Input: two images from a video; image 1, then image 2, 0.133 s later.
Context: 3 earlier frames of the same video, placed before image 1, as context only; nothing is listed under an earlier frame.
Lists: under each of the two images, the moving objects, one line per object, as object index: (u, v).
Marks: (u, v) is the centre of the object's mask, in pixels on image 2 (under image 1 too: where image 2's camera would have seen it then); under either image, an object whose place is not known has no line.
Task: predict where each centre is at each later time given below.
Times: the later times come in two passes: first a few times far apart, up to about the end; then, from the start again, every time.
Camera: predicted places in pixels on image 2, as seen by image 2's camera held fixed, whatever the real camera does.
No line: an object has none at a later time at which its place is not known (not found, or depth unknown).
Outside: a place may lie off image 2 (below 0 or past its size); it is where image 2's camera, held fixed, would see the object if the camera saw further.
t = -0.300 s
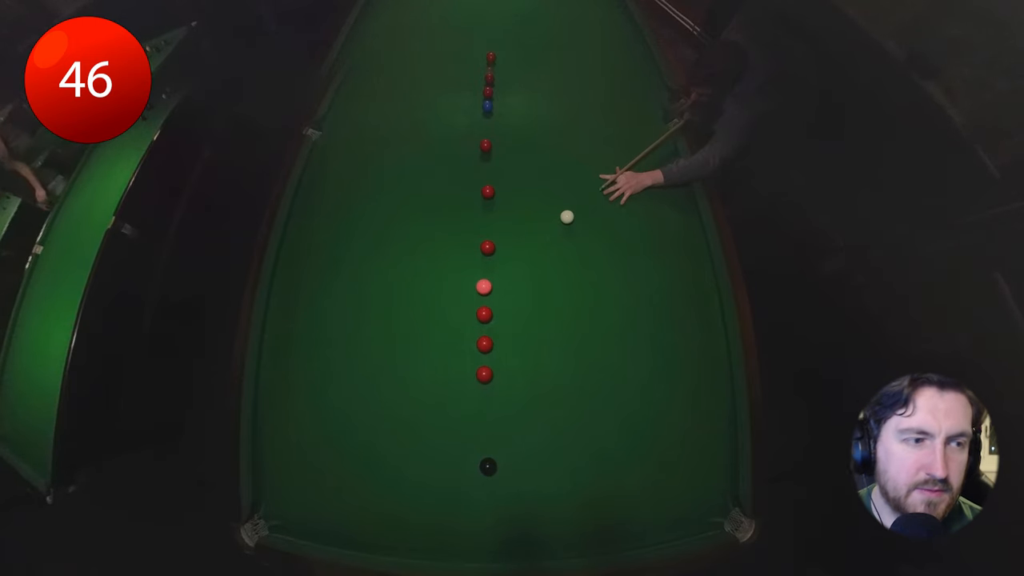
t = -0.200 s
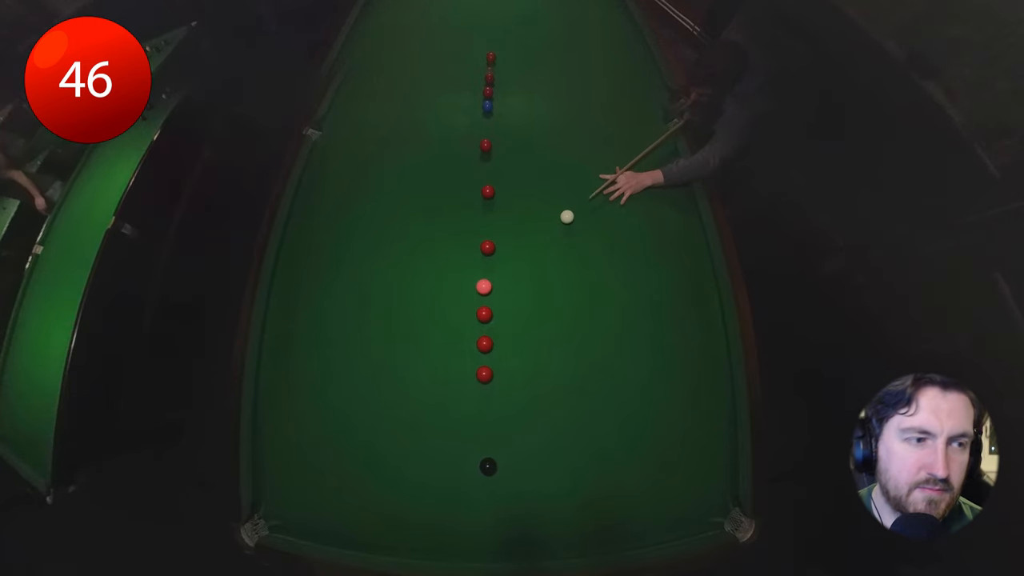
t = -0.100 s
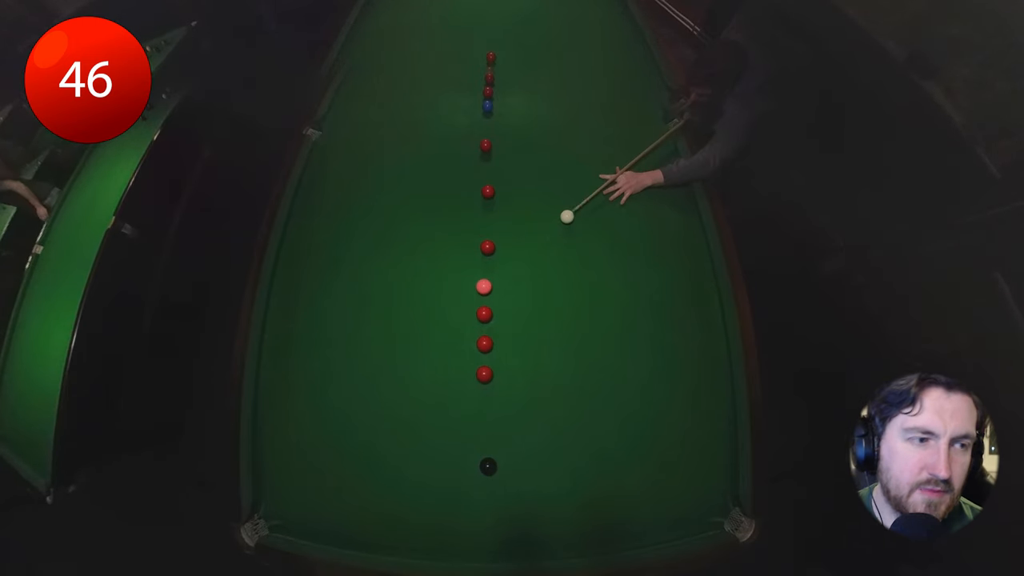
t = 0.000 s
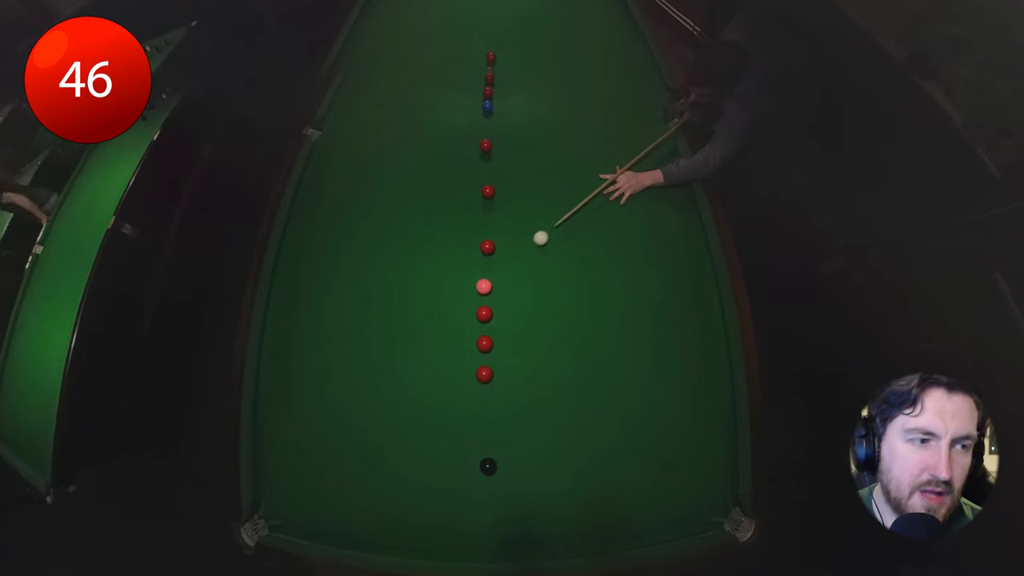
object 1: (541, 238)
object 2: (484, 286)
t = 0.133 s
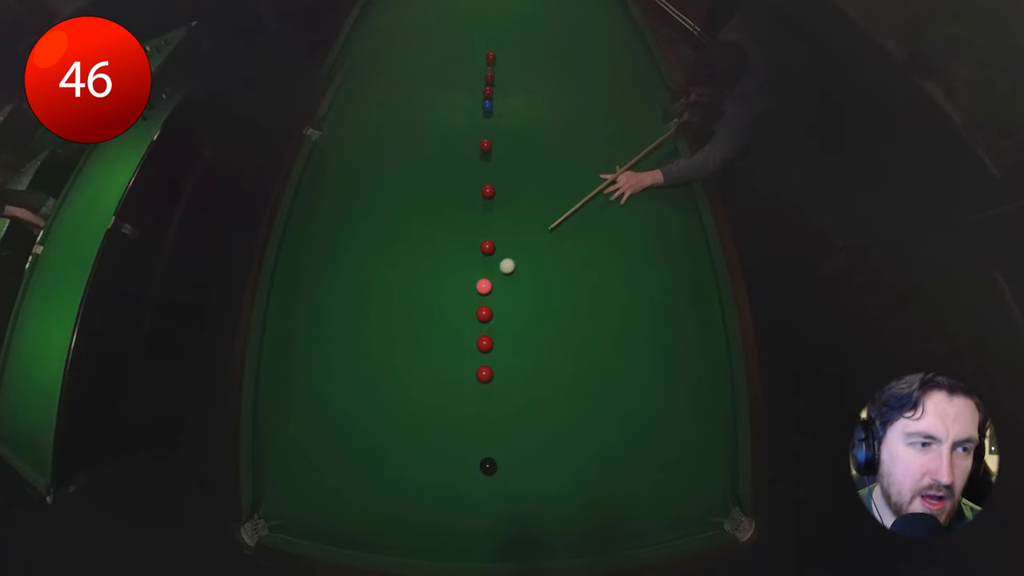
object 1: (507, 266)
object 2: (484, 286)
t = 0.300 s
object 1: (490, 278)
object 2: (461, 307)
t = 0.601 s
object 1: (474, 287)
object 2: (416, 351)
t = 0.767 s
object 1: (466, 293)
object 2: (393, 374)
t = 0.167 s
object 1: (498, 273)
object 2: (484, 286)
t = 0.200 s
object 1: (495, 276)
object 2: (479, 290)
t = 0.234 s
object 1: (494, 276)
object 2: (472, 296)
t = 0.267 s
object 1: (492, 277)
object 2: (466, 302)
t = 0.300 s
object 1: (490, 278)
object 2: (461, 307)
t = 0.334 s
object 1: (488, 279)
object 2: (456, 312)
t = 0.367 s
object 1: (486, 280)
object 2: (451, 317)
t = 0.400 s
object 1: (484, 281)
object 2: (446, 322)
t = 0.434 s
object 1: (483, 282)
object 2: (441, 327)
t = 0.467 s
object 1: (481, 283)
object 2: (436, 332)
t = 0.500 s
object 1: (479, 284)
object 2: (431, 337)
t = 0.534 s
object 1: (477, 285)
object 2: (426, 341)
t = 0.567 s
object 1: (476, 286)
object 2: (421, 346)
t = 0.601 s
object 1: (474, 287)
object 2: (416, 351)
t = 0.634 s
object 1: (472, 289)
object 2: (411, 355)
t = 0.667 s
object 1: (471, 290)
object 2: (406, 360)
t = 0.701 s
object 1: (469, 291)
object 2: (402, 365)
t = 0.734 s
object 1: (468, 292)
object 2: (397, 369)
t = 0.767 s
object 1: (466, 293)
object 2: (393, 374)
